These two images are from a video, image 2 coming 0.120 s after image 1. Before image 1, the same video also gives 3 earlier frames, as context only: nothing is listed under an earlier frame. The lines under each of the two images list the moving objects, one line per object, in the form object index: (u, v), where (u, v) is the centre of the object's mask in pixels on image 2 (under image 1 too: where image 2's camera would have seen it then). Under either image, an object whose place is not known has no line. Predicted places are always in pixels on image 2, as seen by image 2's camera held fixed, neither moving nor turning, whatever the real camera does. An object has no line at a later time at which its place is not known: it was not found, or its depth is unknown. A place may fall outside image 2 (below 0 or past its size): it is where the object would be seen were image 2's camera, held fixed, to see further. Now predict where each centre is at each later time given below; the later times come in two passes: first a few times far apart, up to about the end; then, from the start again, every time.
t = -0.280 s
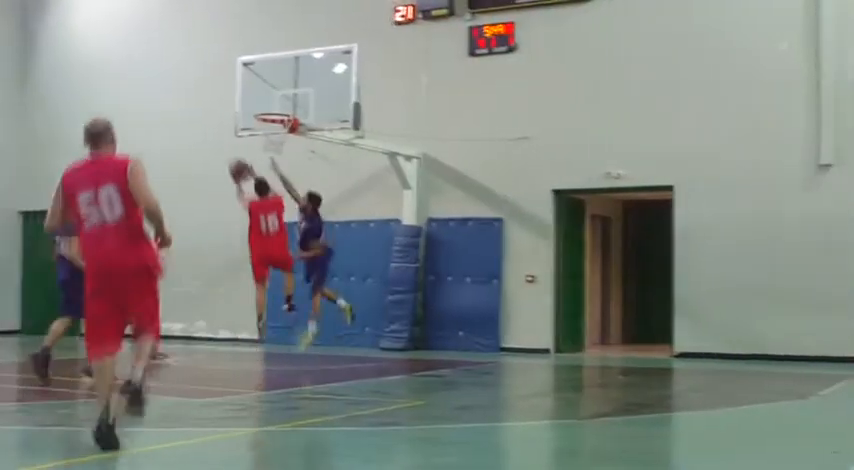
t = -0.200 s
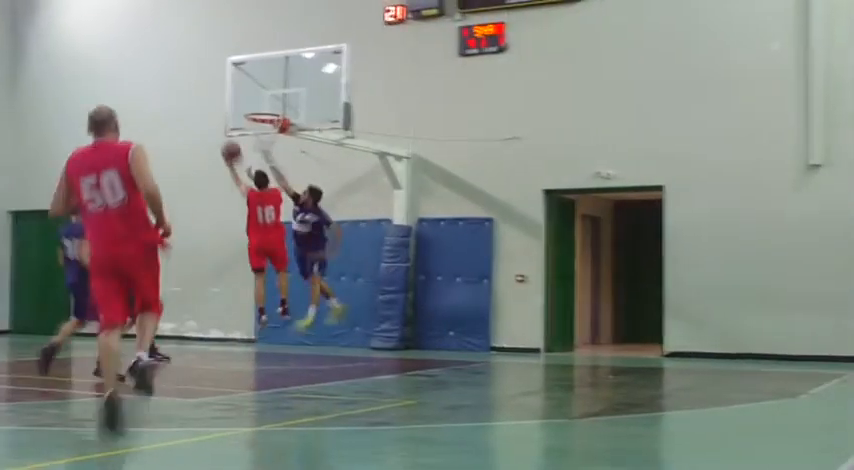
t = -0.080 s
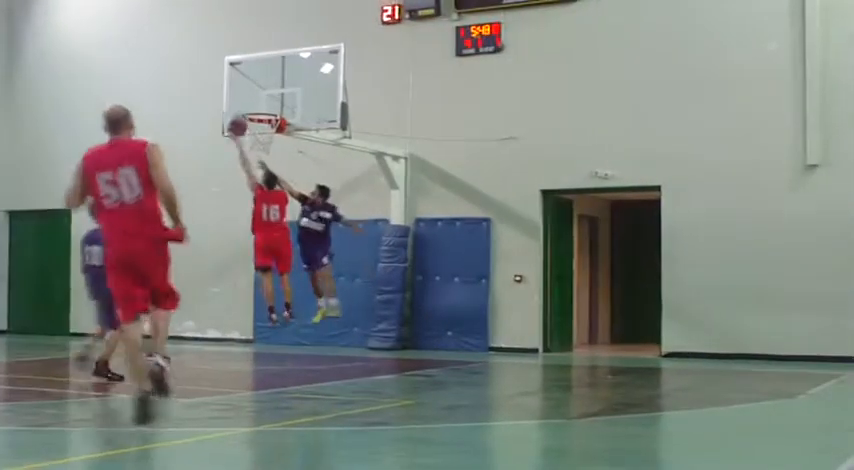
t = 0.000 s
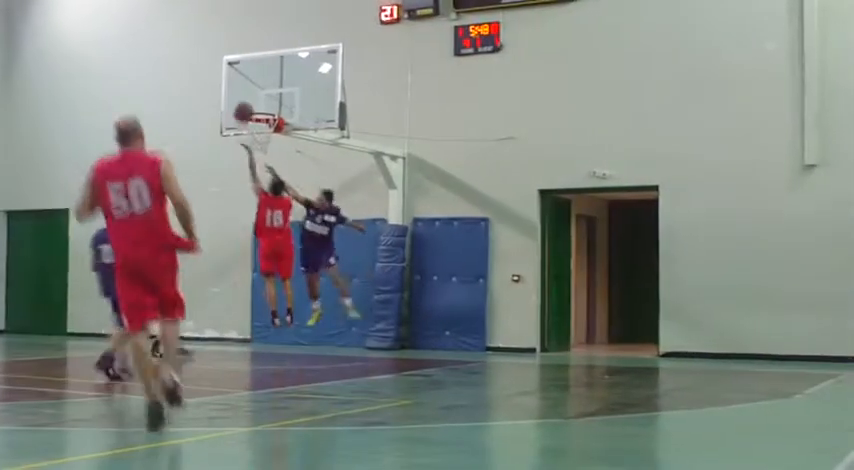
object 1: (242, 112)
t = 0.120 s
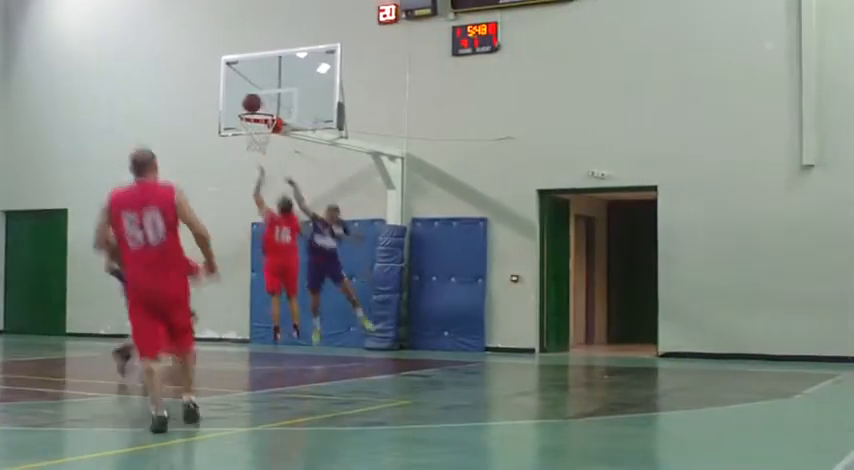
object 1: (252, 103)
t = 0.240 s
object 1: (262, 103)
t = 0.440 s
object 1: (266, 112)
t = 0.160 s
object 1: (255, 102)
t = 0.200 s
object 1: (259, 102)
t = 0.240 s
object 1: (262, 103)
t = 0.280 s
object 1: (263, 103)
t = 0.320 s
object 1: (264, 105)
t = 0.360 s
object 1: (265, 107)
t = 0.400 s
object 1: (266, 109)
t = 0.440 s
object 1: (266, 112)
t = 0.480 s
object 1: (265, 117)
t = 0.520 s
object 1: (262, 128)
